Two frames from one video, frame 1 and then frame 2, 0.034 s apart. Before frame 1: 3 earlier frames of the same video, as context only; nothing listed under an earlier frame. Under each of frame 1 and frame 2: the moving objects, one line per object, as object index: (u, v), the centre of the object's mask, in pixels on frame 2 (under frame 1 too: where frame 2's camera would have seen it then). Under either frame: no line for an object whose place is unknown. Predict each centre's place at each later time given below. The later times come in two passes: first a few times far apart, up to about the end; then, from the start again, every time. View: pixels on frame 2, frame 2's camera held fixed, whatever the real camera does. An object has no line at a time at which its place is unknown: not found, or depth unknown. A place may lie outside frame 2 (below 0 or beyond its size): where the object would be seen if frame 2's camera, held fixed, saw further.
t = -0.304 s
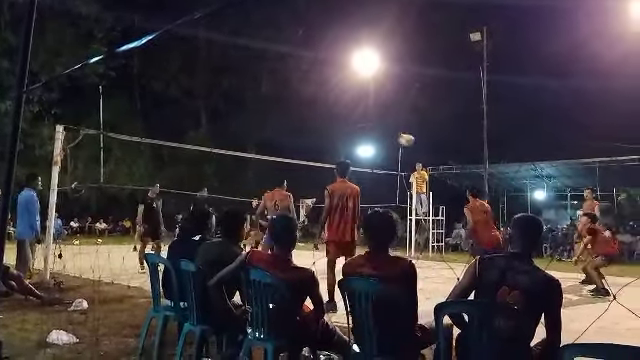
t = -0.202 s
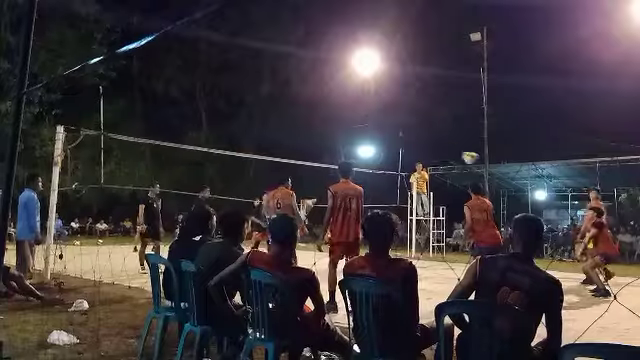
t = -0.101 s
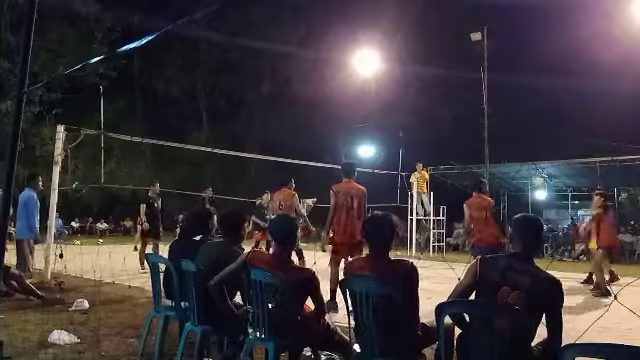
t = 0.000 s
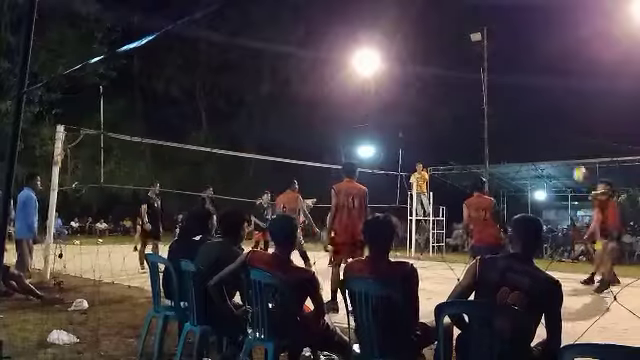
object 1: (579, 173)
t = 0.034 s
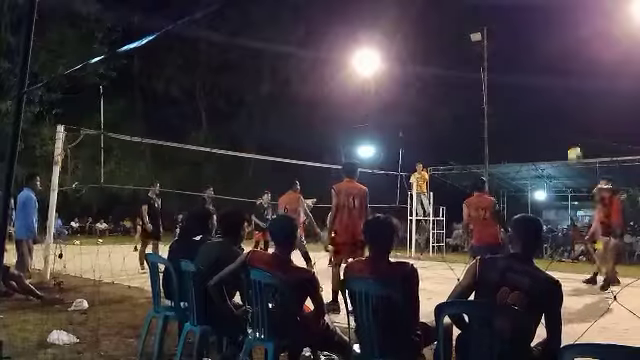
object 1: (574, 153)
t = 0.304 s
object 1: (537, 47)
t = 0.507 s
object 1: (512, 5)
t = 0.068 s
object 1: (569, 138)
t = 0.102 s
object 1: (564, 122)
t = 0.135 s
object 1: (559, 106)
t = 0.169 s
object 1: (554, 92)
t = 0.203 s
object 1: (550, 79)
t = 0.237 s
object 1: (546, 68)
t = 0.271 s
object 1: (541, 56)
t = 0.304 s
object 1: (537, 47)
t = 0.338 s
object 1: (532, 37)
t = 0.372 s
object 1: (529, 29)
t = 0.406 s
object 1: (525, 22)
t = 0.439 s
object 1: (521, 16)
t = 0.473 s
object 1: (517, 10)
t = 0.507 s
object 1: (512, 5)
